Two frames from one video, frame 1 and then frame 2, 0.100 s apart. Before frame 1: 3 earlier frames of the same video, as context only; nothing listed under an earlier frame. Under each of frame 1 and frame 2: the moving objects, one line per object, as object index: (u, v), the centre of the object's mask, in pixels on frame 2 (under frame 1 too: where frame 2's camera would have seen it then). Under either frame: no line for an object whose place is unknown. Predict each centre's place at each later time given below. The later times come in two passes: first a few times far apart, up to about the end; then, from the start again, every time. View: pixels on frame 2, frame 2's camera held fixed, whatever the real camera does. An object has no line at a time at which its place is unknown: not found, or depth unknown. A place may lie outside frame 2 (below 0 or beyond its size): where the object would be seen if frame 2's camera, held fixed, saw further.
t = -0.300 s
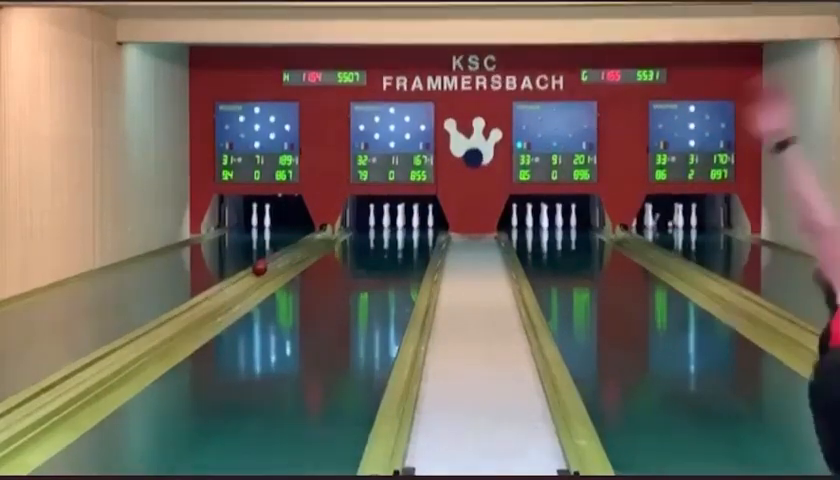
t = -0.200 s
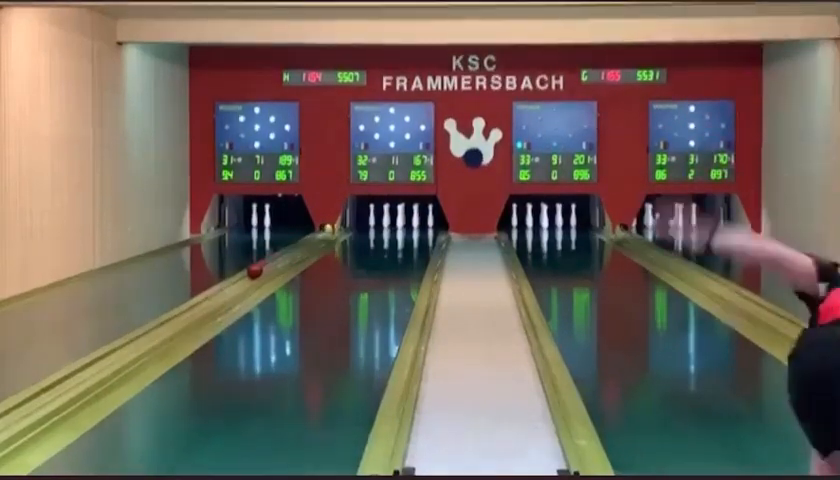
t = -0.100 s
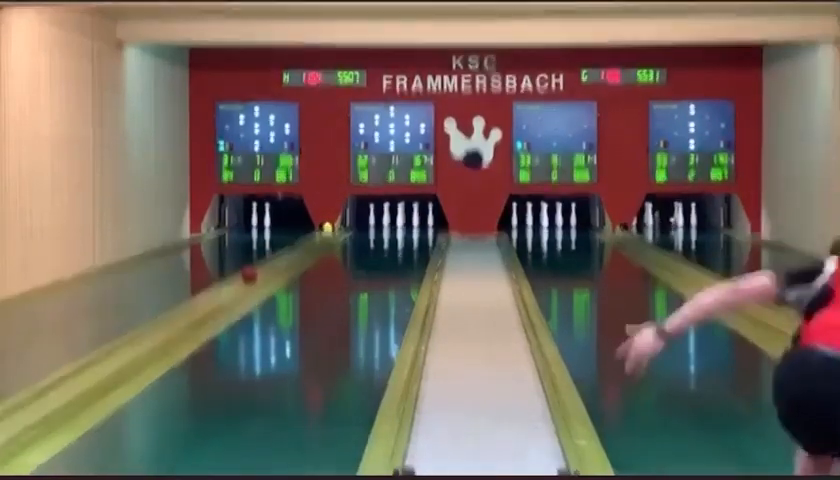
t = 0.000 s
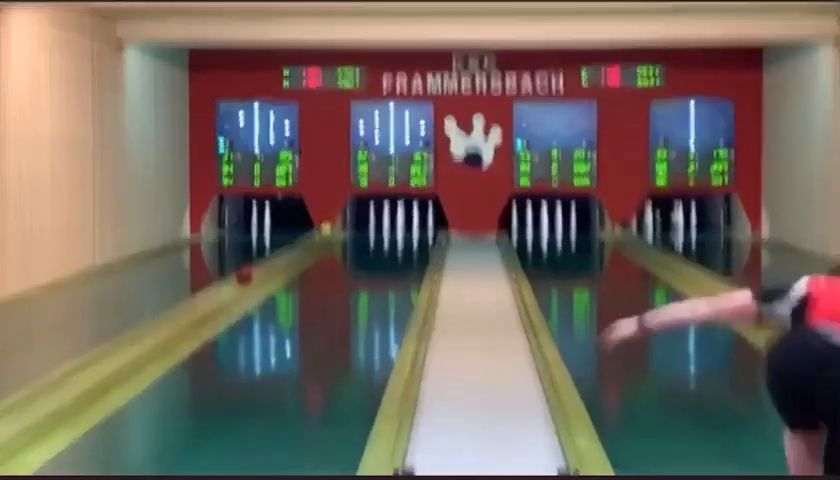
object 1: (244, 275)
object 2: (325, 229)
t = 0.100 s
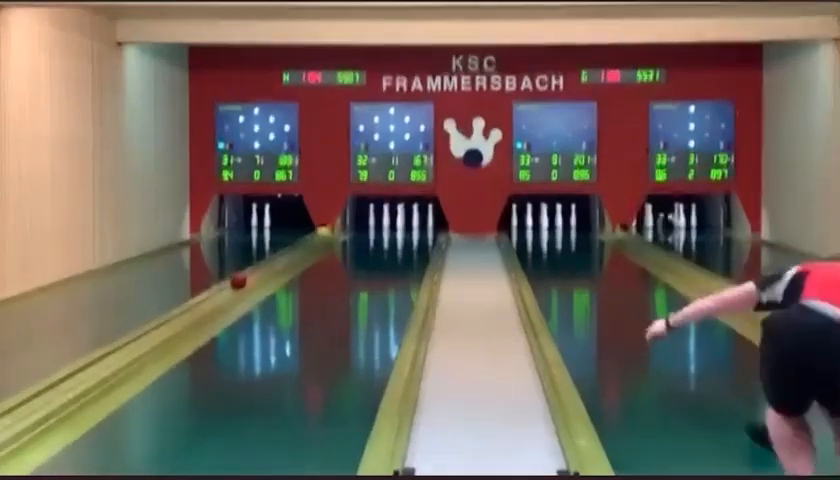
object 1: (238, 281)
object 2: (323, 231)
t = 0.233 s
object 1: (231, 284)
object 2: (319, 233)
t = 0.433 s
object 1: (217, 294)
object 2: (313, 237)
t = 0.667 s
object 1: (200, 303)
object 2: (306, 242)
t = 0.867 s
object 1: (183, 312)
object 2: (300, 247)
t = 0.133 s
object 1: (236, 281)
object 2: (322, 231)
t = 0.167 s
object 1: (234, 282)
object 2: (321, 232)
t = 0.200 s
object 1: (232, 283)
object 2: (320, 232)
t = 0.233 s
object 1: (231, 284)
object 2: (319, 233)
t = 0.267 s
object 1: (228, 287)
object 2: (319, 234)
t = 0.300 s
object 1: (226, 288)
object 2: (316, 234)
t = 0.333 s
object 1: (224, 289)
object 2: (315, 236)
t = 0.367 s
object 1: (222, 290)
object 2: (314, 236)
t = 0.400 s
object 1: (219, 292)
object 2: (314, 237)
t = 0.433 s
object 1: (217, 294)
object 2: (313, 237)
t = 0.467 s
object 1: (215, 295)
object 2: (312, 238)
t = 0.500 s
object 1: (213, 296)
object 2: (311, 238)
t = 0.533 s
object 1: (210, 298)
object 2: (310, 239)
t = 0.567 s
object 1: (208, 299)
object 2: (309, 240)
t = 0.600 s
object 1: (205, 301)
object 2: (308, 241)
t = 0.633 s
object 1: (203, 301)
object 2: (307, 242)
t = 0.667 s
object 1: (200, 303)
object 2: (306, 242)
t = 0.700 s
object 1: (197, 305)
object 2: (305, 243)
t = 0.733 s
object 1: (195, 306)
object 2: (304, 243)
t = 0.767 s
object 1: (192, 307)
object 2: (303, 245)
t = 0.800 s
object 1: (189, 309)
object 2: (302, 245)
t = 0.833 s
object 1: (186, 310)
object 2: (301, 247)
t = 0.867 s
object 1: (183, 312)
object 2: (300, 247)
